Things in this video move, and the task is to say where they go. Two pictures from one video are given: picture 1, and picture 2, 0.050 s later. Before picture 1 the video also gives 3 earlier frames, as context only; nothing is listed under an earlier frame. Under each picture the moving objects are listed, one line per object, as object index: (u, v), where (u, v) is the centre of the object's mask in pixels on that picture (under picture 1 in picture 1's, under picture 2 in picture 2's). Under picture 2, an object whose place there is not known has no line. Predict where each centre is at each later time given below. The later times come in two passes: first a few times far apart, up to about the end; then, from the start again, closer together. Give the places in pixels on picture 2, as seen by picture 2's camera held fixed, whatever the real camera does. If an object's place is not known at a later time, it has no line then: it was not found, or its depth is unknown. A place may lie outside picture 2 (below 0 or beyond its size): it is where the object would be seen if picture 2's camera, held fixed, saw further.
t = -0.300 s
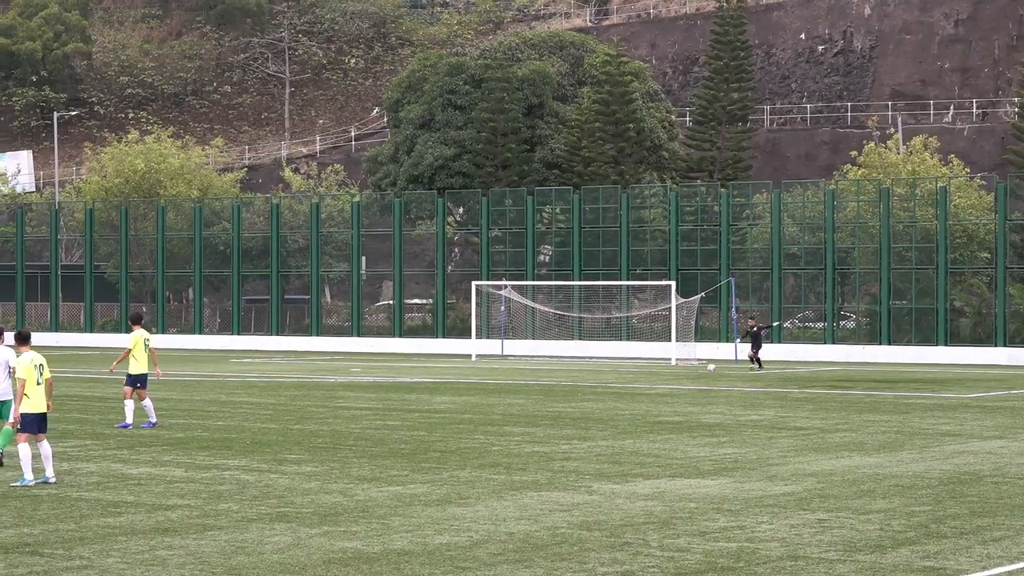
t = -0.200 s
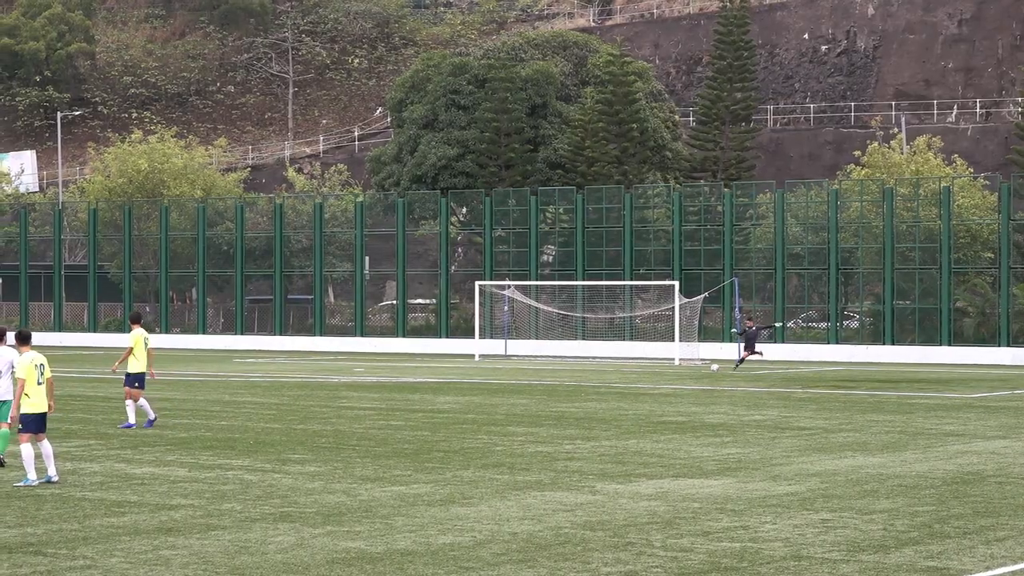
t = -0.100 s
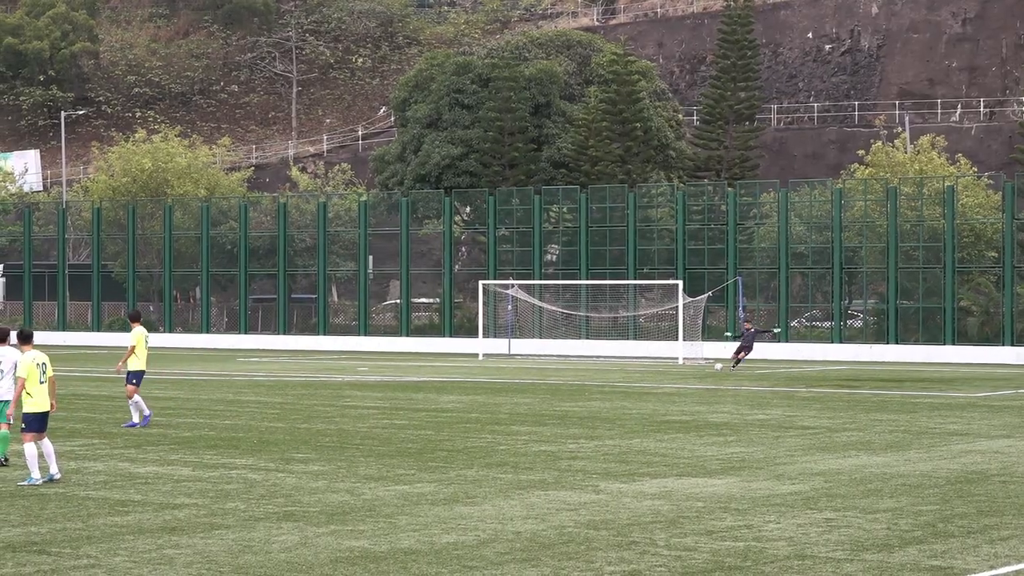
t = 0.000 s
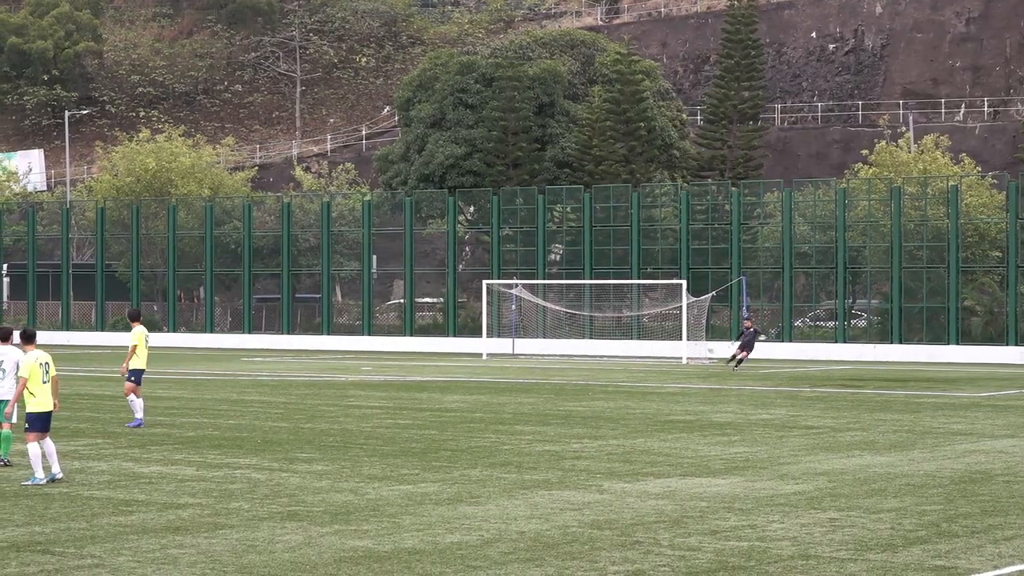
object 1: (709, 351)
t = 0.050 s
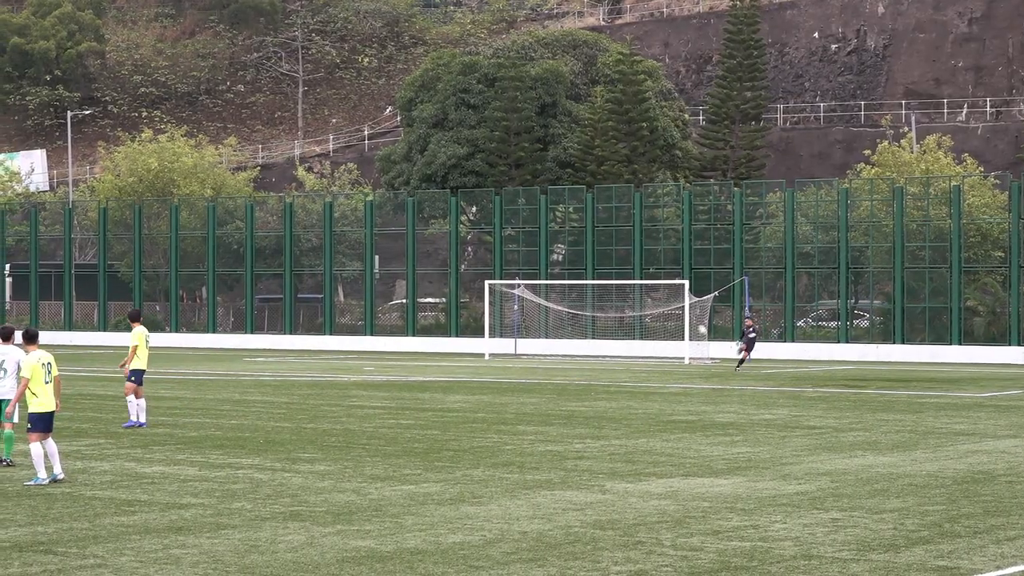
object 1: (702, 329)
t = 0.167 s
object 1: (676, 287)
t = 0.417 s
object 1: (618, 188)
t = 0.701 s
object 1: (550, 74)
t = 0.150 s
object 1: (679, 292)
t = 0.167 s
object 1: (676, 287)
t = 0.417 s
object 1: (618, 188)
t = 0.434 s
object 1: (614, 181)
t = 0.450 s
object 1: (610, 176)
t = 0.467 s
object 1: (607, 168)
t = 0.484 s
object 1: (603, 162)
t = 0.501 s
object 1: (599, 154)
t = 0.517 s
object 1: (595, 148)
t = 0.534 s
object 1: (591, 141)
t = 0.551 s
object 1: (587, 134)
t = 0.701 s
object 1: (550, 74)
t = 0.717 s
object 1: (546, 67)
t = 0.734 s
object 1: (542, 60)
